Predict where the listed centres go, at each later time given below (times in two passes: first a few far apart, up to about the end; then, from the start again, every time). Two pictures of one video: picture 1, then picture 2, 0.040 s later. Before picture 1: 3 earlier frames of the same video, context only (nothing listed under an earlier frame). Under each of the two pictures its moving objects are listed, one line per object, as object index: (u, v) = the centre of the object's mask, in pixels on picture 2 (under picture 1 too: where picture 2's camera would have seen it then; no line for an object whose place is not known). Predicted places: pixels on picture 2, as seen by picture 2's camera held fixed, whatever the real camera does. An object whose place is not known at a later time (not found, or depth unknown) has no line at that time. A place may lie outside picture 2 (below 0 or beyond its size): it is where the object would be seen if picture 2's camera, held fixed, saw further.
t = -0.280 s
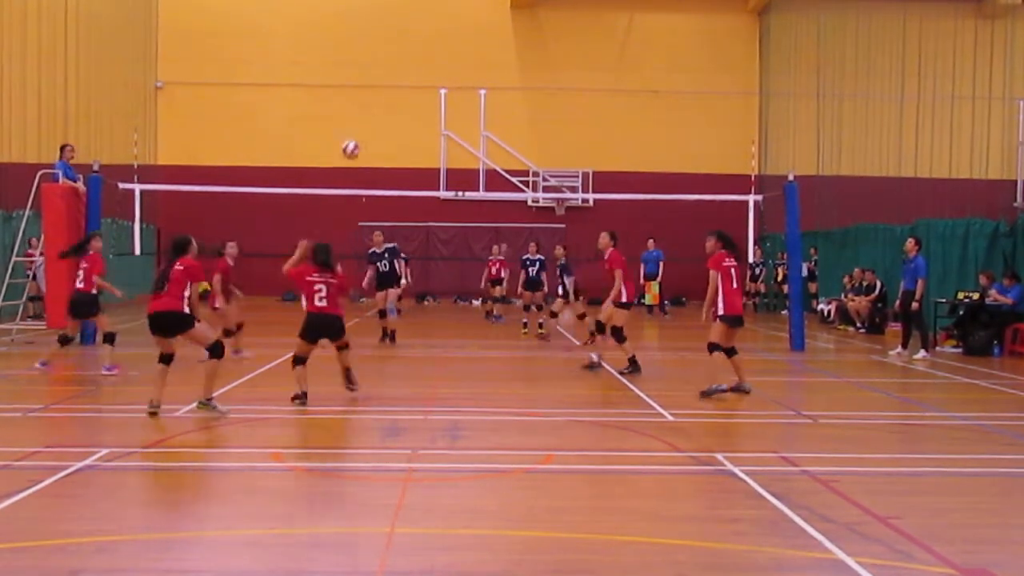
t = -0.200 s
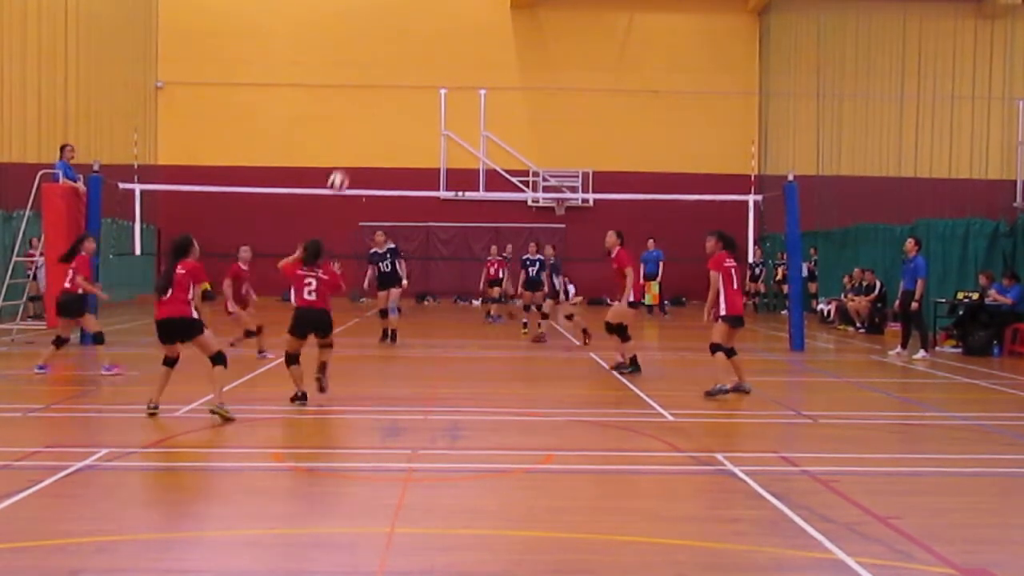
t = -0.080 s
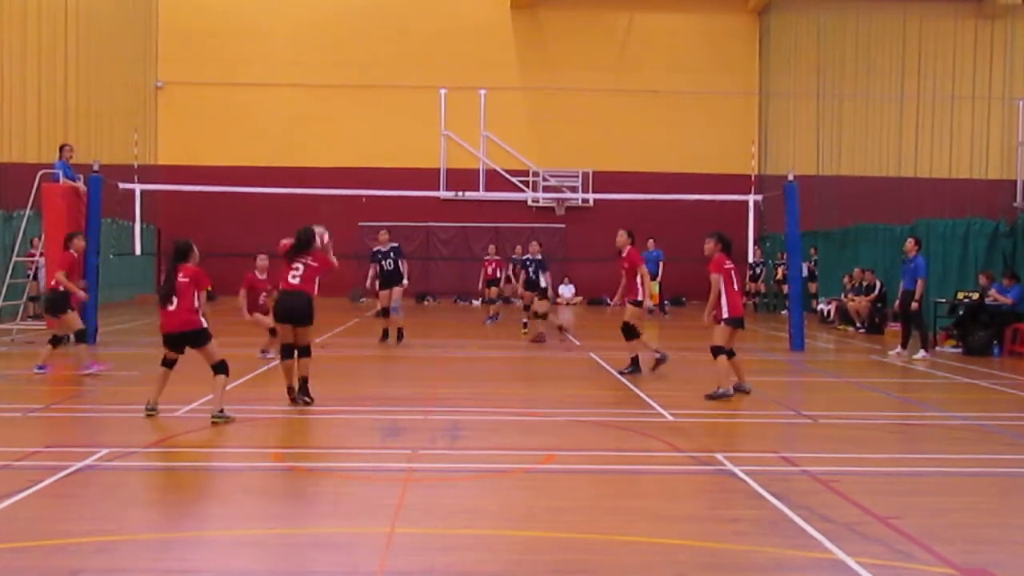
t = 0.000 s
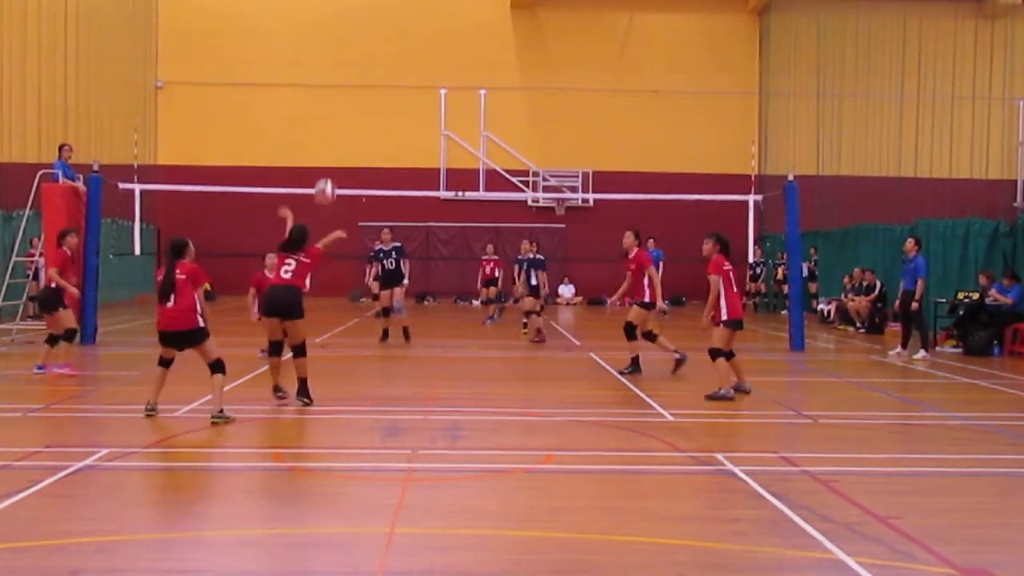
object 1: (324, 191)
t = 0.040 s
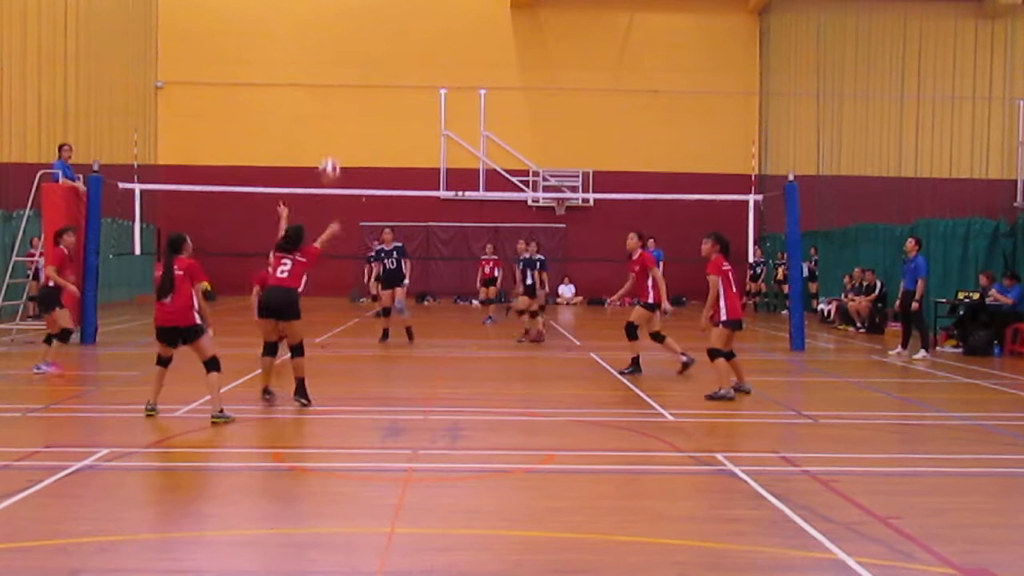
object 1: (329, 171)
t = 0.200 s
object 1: (345, 106)
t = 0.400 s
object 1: (362, 70)
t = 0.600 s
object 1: (377, 71)
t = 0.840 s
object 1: (393, 117)
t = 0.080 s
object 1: (333, 150)
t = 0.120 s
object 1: (337, 134)
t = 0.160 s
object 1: (341, 120)
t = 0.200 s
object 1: (345, 106)
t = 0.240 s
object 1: (348, 95)
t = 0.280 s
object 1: (352, 87)
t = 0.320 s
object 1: (355, 79)
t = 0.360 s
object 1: (358, 74)
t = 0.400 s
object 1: (362, 70)
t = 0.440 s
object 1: (365, 67)
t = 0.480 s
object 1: (368, 66)
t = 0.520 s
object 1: (371, 66)
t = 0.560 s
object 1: (374, 68)
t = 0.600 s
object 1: (377, 71)
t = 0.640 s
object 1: (380, 75)
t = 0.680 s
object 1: (382, 81)
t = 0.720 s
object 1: (385, 89)
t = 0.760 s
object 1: (388, 97)
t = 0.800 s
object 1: (391, 106)
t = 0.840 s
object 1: (393, 117)
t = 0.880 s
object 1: (394, 129)
